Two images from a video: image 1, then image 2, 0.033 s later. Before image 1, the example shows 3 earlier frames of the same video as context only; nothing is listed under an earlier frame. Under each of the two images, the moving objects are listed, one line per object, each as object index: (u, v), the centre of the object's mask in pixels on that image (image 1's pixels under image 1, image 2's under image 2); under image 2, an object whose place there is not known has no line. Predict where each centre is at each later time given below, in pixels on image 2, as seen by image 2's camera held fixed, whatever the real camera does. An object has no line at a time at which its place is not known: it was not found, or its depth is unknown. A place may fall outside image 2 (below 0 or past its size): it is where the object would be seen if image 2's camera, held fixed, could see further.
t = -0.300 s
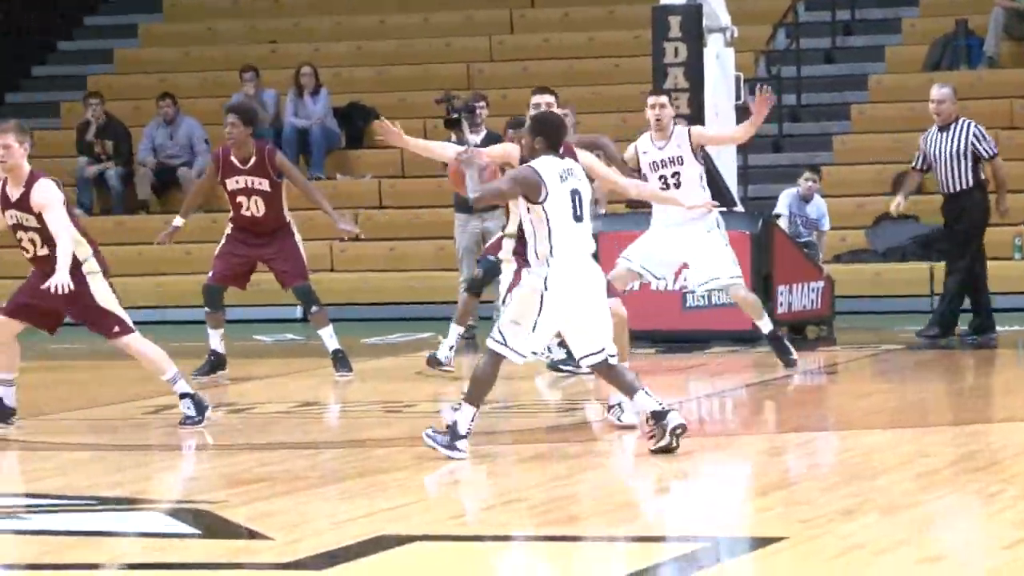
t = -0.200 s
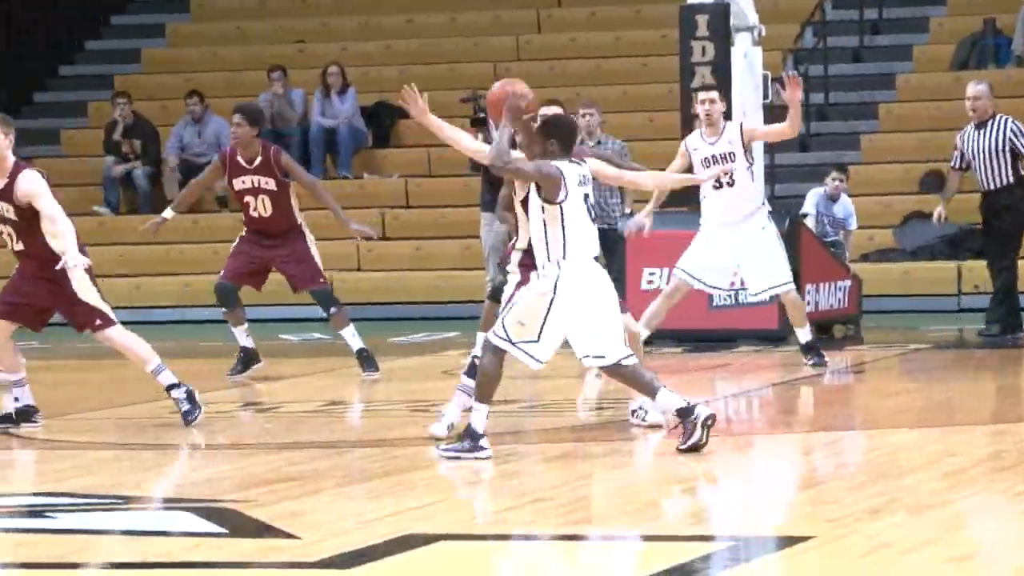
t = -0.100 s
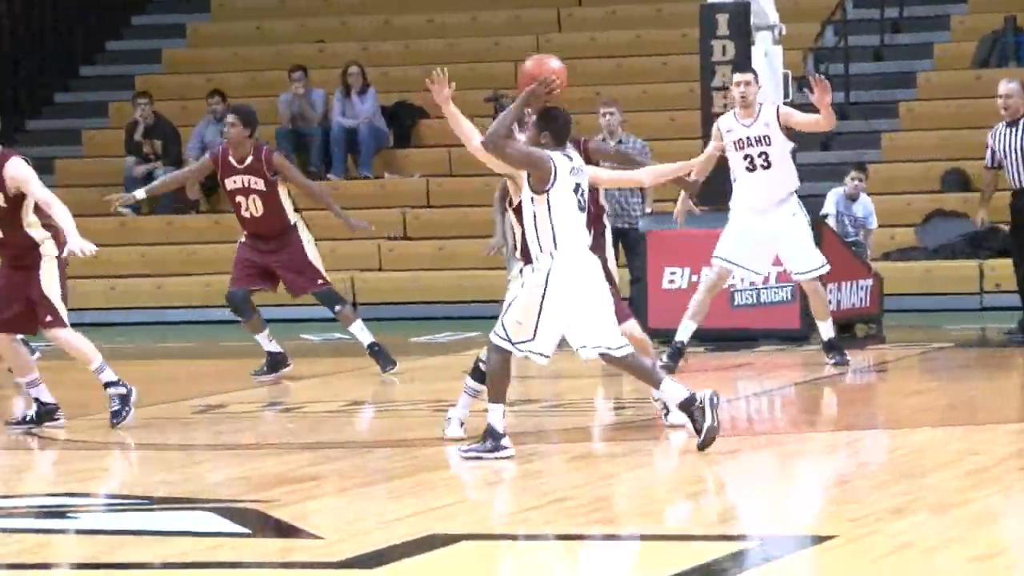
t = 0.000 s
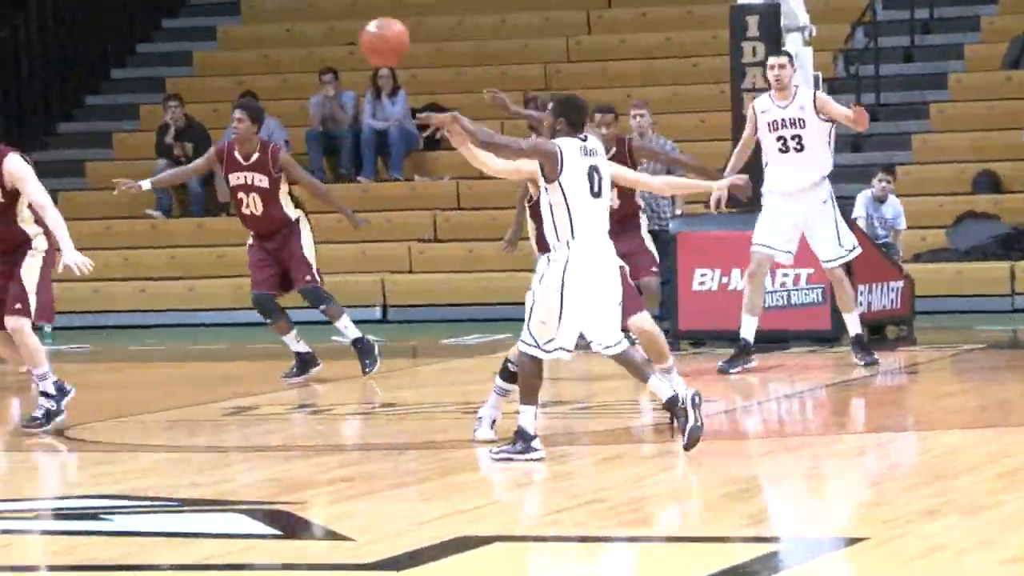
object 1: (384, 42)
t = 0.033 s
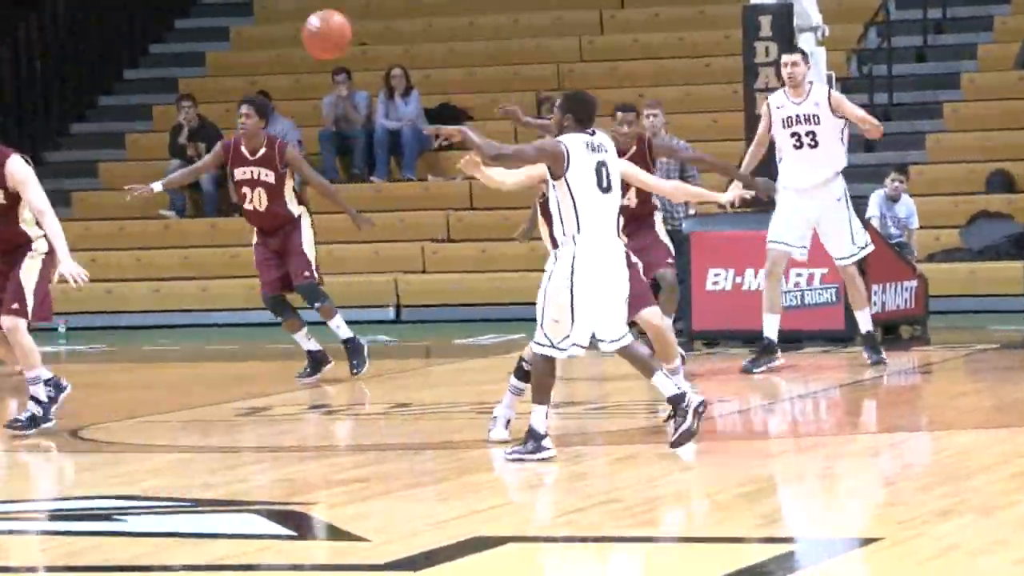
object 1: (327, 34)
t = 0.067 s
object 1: (258, 28)
